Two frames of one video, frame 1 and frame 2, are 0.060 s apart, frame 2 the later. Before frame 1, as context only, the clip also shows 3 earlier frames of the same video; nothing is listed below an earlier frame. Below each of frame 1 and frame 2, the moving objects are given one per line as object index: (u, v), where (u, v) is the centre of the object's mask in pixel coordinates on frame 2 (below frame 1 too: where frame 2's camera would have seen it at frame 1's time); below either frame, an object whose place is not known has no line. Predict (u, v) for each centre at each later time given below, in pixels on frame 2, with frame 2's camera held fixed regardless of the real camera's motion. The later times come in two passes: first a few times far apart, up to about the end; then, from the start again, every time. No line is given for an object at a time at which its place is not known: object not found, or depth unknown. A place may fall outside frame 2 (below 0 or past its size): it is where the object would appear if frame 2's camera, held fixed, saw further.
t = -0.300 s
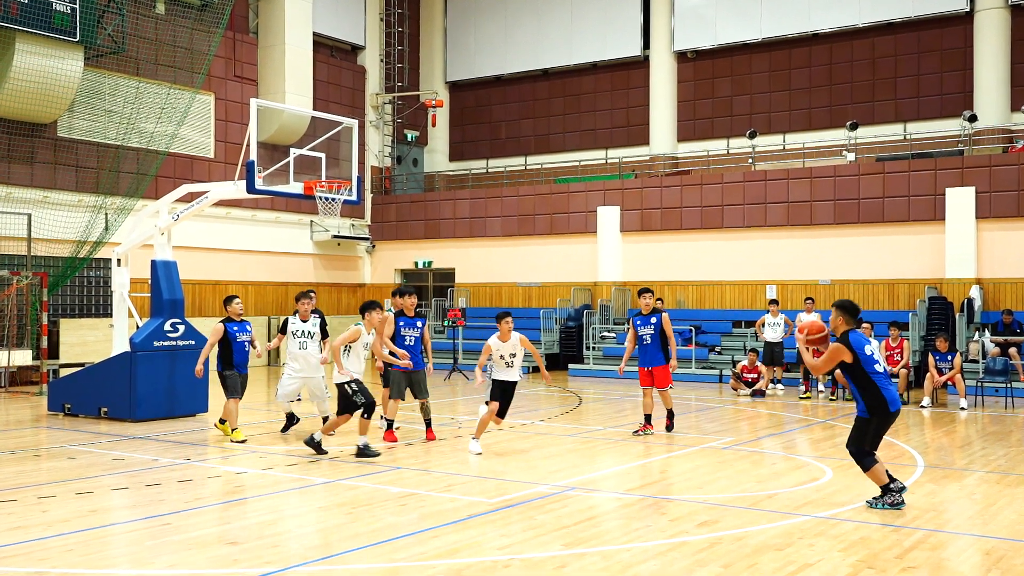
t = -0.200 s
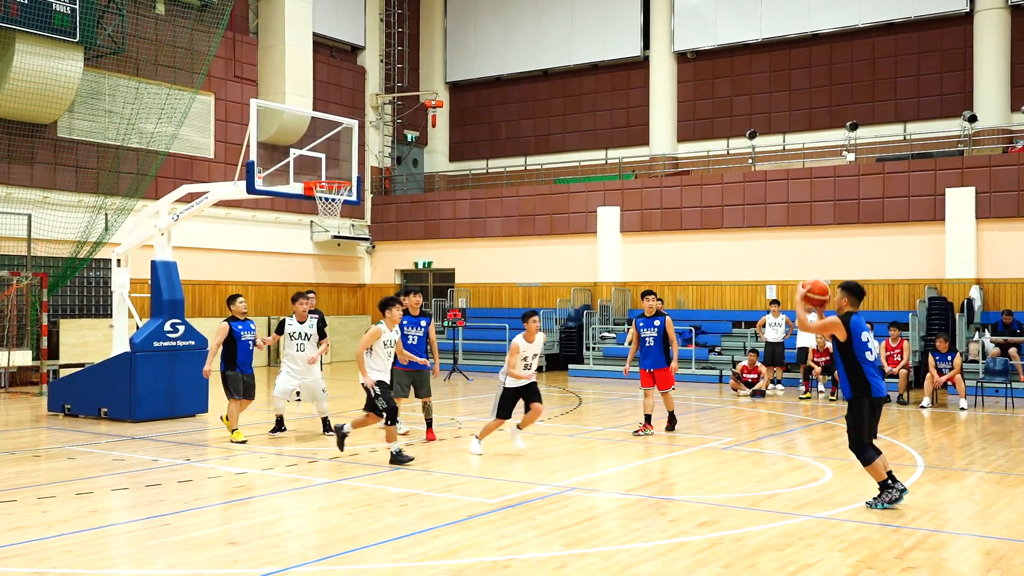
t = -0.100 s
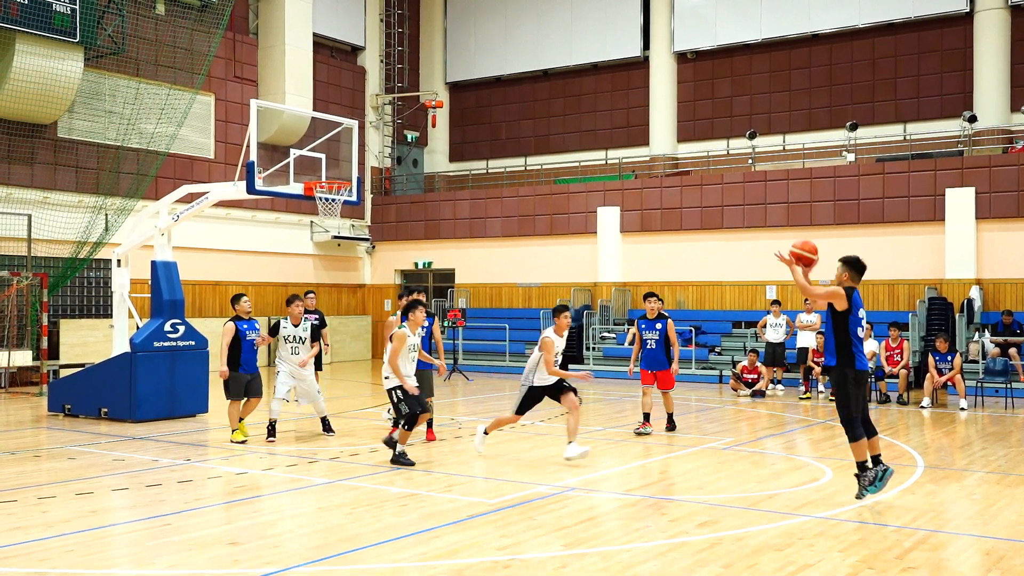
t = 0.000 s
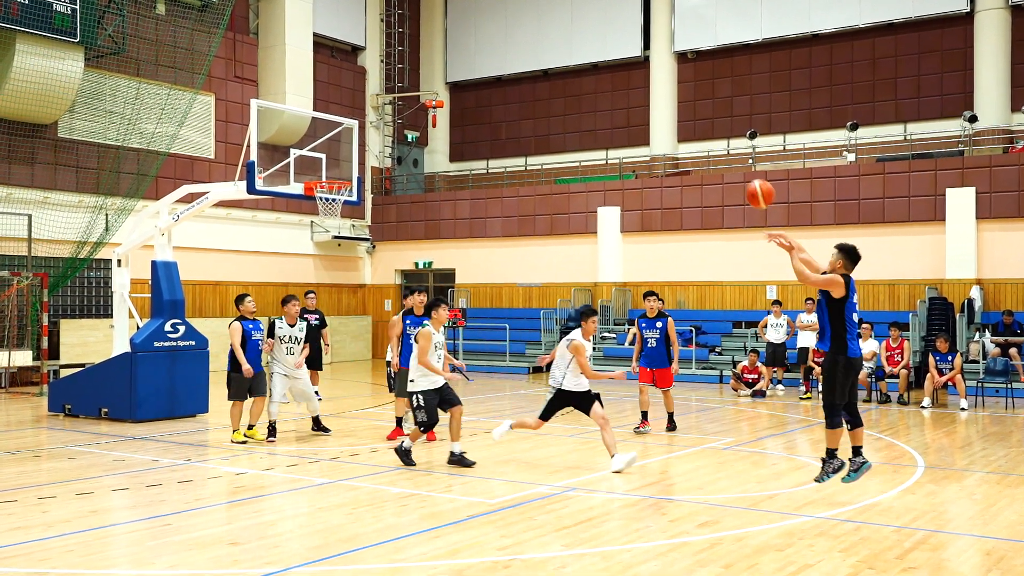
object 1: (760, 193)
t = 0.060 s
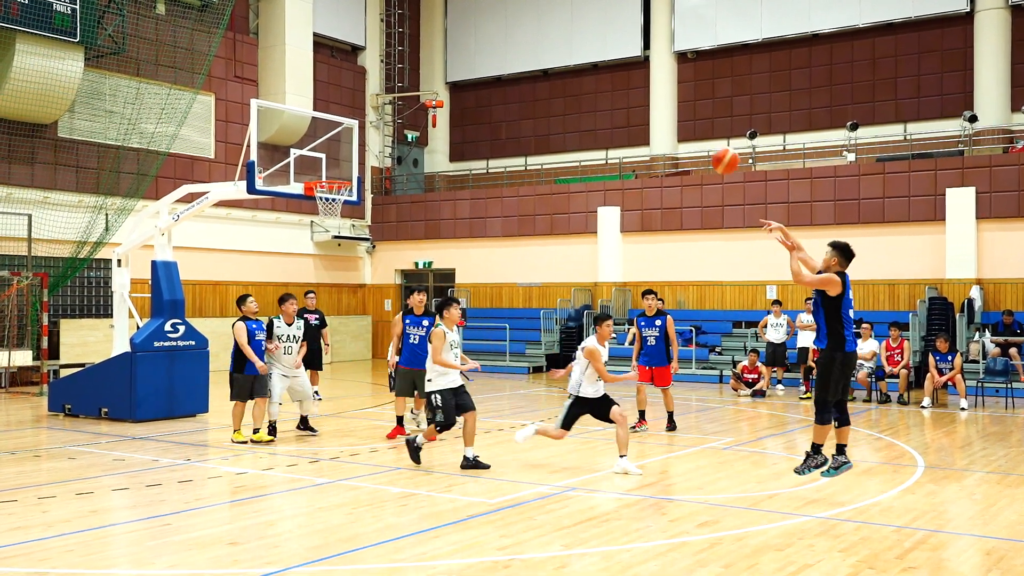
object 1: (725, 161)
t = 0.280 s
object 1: (610, 80)
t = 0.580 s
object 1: (480, 60)
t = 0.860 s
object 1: (380, 112)
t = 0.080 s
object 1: (714, 150)
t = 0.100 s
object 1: (702, 140)
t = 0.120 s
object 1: (692, 131)
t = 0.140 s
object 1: (681, 124)
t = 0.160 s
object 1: (671, 116)
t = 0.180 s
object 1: (660, 109)
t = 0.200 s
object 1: (649, 102)
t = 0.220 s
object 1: (639, 96)
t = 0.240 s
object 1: (630, 90)
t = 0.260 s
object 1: (620, 85)
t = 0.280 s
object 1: (610, 80)
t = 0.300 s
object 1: (600, 76)
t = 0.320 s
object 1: (591, 72)
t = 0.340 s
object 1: (582, 69)
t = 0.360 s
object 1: (573, 66)
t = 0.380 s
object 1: (564, 64)
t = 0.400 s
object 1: (555, 62)
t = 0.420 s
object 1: (546, 60)
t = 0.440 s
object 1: (537, 58)
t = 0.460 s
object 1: (529, 57)
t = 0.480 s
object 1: (520, 57)
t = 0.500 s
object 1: (512, 57)
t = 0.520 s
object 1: (504, 57)
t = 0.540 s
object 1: (496, 58)
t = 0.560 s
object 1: (488, 59)
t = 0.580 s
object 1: (480, 60)
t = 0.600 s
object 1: (473, 62)
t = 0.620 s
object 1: (465, 64)
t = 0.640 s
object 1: (457, 66)
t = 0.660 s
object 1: (450, 69)
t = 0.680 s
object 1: (443, 72)
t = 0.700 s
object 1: (436, 75)
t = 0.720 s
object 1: (428, 79)
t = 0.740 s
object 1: (421, 83)
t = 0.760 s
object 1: (414, 87)
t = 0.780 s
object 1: (407, 92)
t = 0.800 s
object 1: (400, 96)
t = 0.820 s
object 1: (394, 101)
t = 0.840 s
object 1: (387, 107)
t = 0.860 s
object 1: (380, 112)
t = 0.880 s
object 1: (374, 118)
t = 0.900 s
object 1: (367, 125)
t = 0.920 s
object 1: (361, 131)
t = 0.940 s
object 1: (355, 138)
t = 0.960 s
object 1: (348, 145)
